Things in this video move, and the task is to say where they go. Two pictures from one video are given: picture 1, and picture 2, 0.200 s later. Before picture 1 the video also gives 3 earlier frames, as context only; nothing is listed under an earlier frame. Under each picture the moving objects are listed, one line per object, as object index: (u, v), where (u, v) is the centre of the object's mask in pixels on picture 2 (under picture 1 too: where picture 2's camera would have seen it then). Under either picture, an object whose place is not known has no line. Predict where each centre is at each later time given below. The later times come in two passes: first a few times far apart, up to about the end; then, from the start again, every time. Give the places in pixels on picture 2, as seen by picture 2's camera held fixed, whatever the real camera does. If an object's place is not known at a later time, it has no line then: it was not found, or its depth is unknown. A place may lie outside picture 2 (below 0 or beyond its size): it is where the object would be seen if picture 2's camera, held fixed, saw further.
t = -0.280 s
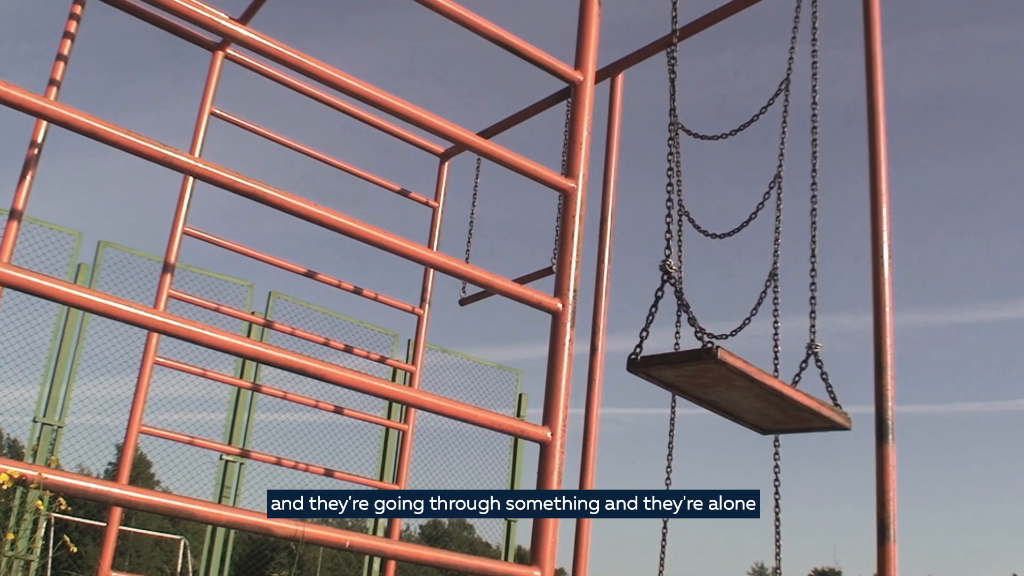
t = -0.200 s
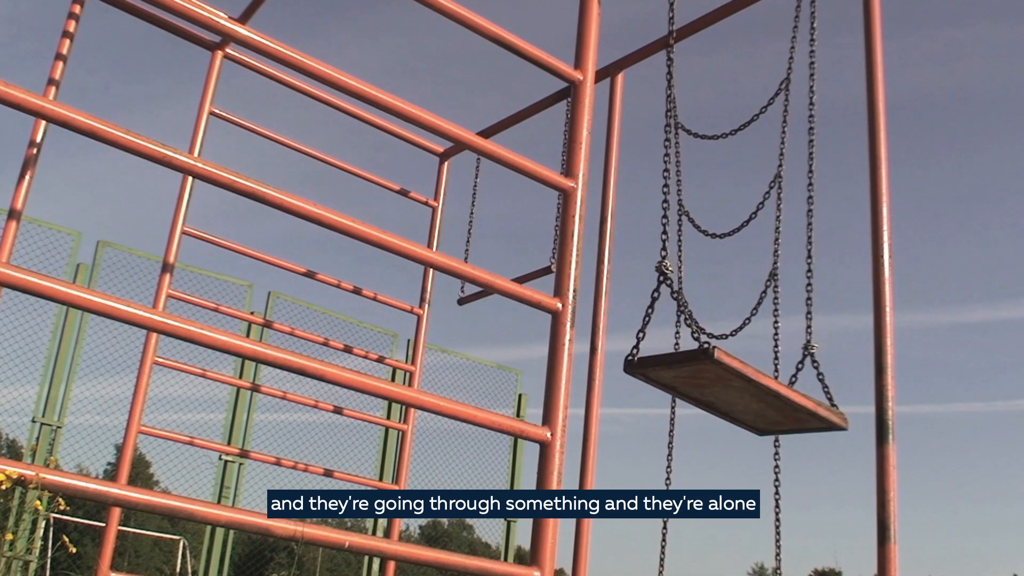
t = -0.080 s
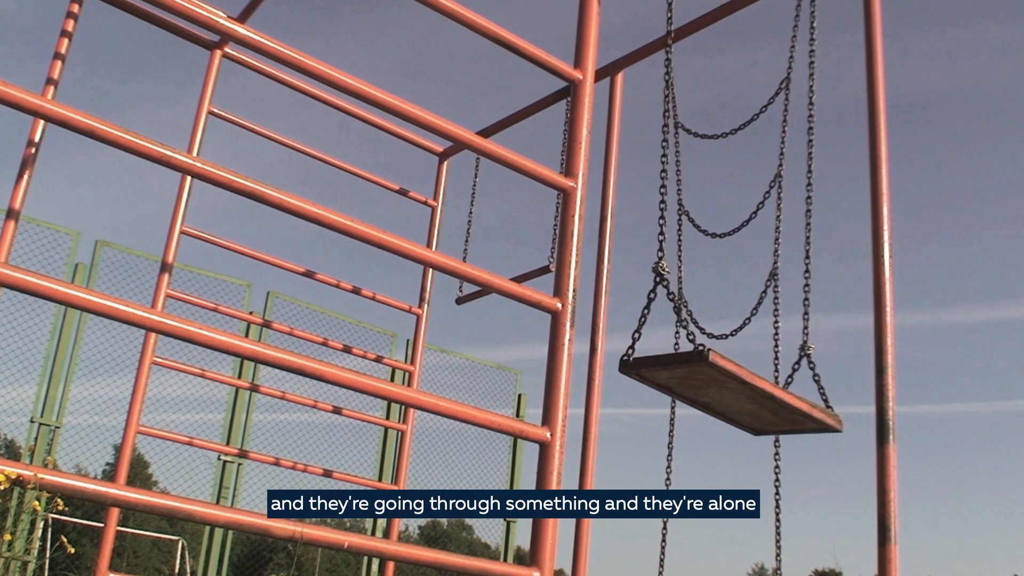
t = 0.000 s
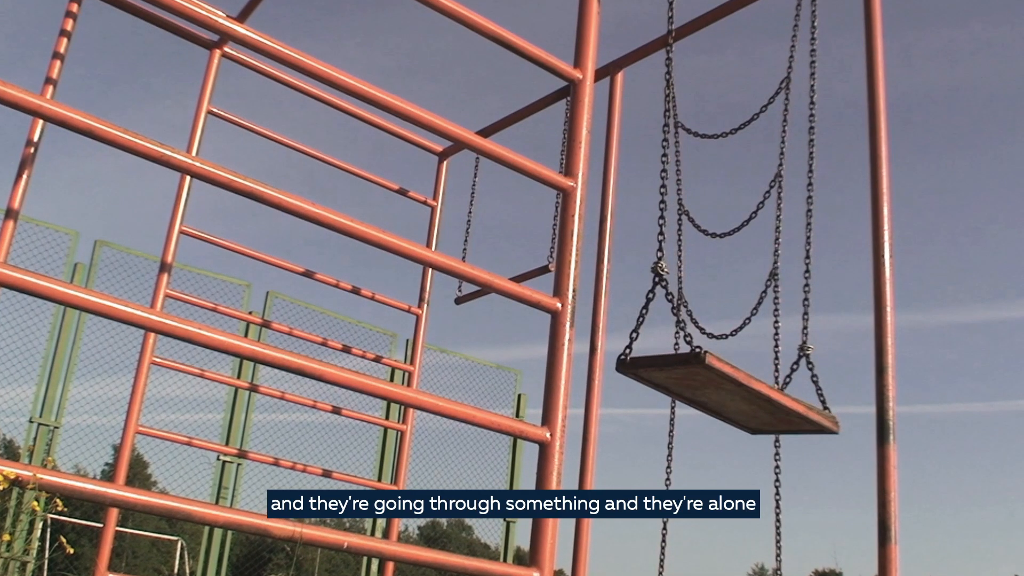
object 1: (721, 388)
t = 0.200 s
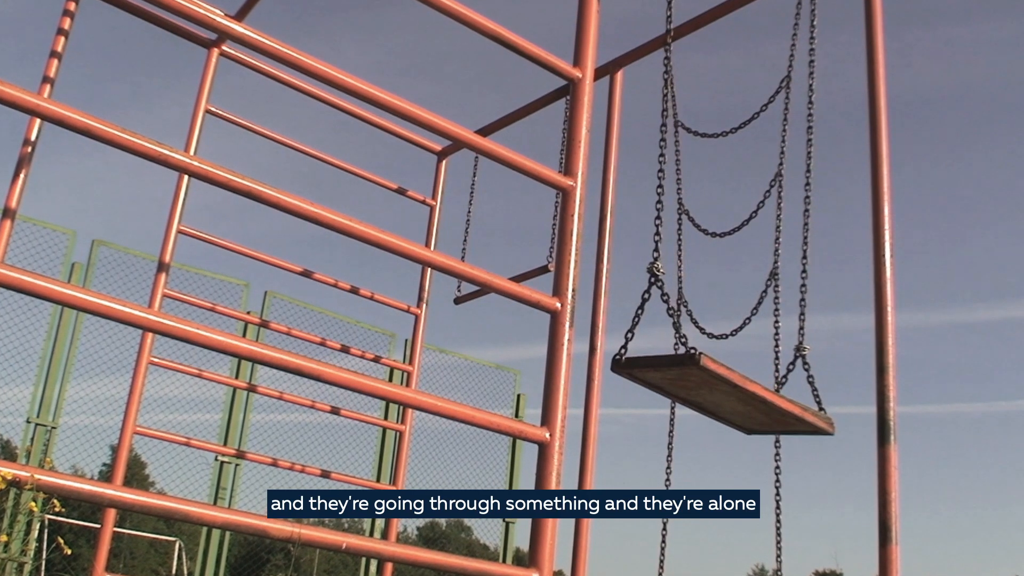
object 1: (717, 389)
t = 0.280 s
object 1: (717, 390)
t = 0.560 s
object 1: (719, 388)
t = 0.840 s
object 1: (730, 386)
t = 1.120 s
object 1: (744, 384)
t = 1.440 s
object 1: (756, 382)
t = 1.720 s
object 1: (757, 383)
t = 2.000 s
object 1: (749, 386)
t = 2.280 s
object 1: (737, 388)
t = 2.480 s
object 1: (730, 389)
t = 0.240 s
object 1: (717, 389)
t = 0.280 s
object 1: (717, 390)
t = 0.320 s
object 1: (717, 390)
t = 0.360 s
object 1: (717, 390)
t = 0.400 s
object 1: (717, 389)
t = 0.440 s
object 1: (718, 389)
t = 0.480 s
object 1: (718, 389)
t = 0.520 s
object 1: (719, 389)
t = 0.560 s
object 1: (719, 388)
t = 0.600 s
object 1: (720, 388)
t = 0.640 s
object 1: (722, 388)
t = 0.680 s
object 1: (723, 387)
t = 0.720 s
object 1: (725, 387)
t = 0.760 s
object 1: (727, 387)
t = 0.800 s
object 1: (729, 386)
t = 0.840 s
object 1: (730, 386)
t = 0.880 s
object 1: (733, 386)
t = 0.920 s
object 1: (735, 385)
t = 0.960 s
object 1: (737, 385)
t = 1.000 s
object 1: (738, 385)
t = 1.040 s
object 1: (740, 385)
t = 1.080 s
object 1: (742, 384)
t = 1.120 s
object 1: (744, 384)
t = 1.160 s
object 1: (746, 383)
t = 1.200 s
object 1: (748, 383)
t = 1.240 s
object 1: (749, 383)
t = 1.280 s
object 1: (751, 383)
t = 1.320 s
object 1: (752, 382)
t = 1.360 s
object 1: (753, 381)
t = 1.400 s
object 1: (755, 382)
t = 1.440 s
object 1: (756, 382)
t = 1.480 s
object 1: (757, 382)
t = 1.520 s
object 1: (757, 382)
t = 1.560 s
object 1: (758, 383)
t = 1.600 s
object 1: (757, 382)
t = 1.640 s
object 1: (757, 383)
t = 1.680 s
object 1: (757, 383)
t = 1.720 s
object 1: (757, 383)
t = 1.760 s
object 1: (756, 384)
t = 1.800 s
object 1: (755, 383)
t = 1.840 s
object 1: (754, 384)
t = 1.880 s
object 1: (753, 384)
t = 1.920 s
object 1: (752, 385)
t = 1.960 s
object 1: (751, 385)
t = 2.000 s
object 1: (749, 386)
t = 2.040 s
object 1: (747, 386)
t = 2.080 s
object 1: (745, 386)
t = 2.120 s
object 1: (744, 387)
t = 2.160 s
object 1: (742, 387)
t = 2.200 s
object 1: (740, 387)
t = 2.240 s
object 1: (738, 388)
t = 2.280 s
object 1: (737, 388)
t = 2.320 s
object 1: (735, 389)
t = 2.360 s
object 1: (734, 389)
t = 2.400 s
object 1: (732, 389)
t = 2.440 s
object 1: (731, 389)
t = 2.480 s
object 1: (730, 389)
